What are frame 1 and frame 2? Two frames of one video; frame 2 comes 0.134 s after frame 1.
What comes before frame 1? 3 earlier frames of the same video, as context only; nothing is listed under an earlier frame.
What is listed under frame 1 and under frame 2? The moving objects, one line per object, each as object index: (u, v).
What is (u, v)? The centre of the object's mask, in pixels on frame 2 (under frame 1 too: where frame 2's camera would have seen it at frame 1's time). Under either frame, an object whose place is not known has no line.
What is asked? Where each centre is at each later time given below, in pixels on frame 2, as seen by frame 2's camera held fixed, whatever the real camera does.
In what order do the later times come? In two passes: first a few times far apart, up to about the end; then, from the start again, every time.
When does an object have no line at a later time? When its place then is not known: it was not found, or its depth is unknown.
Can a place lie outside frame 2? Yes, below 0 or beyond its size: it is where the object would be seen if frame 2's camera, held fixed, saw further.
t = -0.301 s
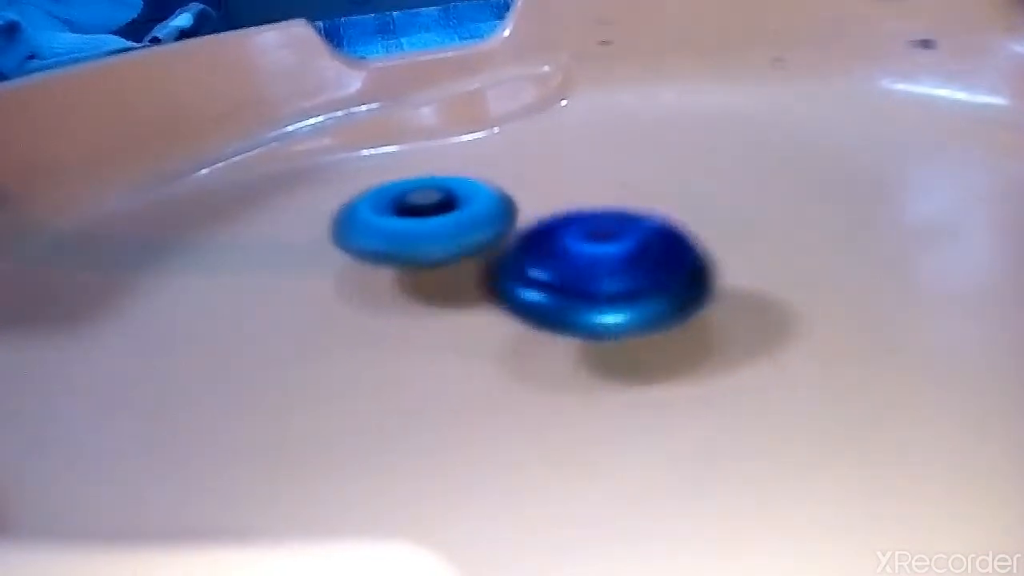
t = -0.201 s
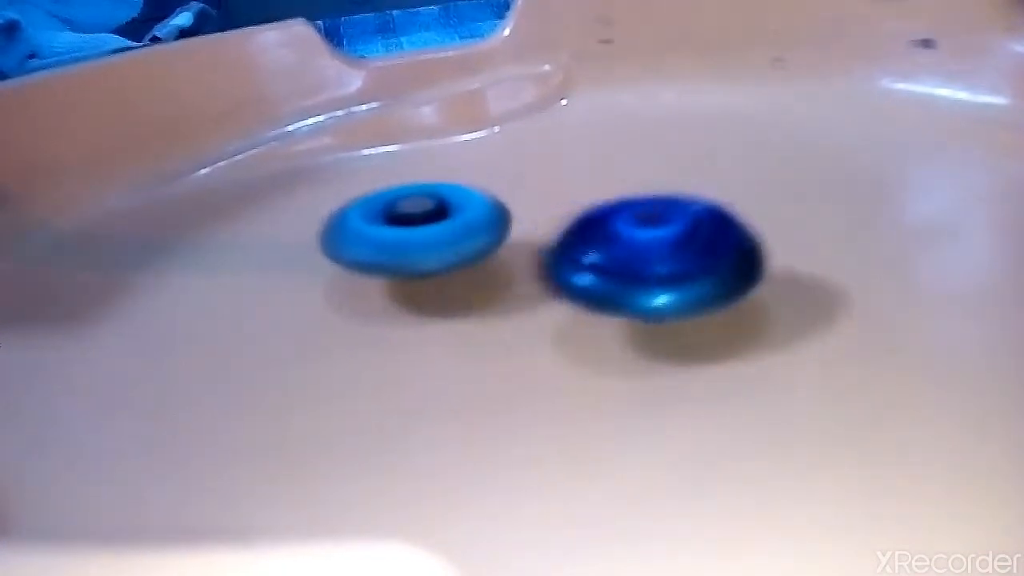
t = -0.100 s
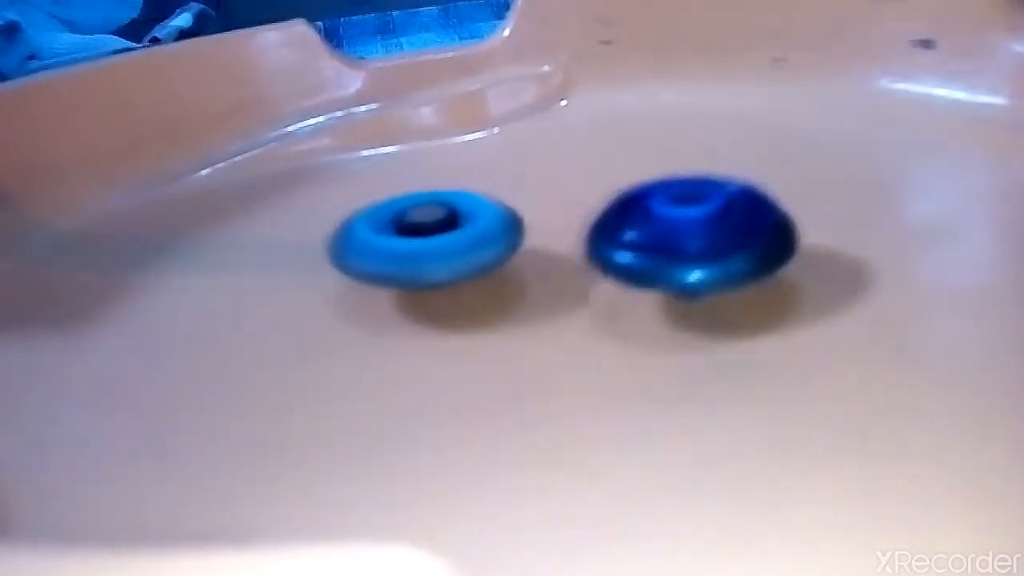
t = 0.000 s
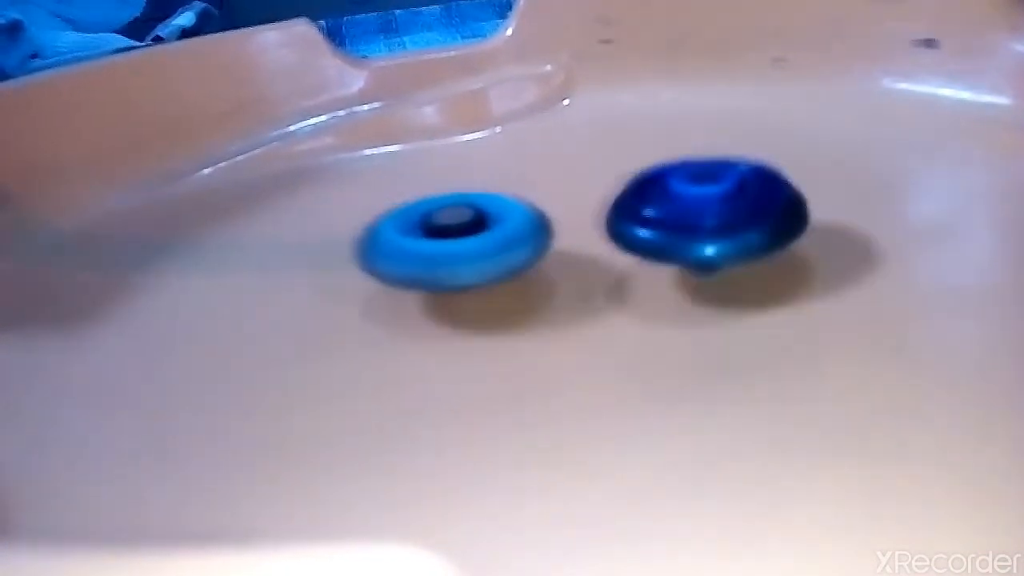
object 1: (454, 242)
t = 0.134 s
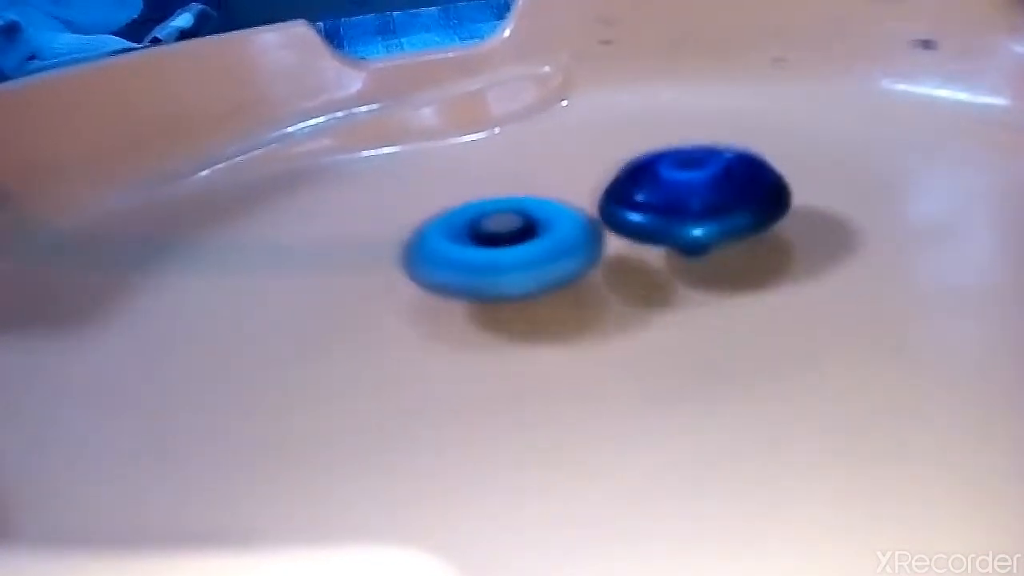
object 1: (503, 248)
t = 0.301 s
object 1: (545, 252)
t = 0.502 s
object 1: (584, 258)
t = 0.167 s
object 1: (511, 251)
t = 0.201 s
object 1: (516, 253)
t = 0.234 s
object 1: (525, 253)
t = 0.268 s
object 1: (535, 252)
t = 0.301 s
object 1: (545, 252)
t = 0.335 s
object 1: (547, 252)
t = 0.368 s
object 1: (549, 255)
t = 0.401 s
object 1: (555, 257)
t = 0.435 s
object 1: (564, 258)
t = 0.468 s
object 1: (574, 258)
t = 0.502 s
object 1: (584, 258)
